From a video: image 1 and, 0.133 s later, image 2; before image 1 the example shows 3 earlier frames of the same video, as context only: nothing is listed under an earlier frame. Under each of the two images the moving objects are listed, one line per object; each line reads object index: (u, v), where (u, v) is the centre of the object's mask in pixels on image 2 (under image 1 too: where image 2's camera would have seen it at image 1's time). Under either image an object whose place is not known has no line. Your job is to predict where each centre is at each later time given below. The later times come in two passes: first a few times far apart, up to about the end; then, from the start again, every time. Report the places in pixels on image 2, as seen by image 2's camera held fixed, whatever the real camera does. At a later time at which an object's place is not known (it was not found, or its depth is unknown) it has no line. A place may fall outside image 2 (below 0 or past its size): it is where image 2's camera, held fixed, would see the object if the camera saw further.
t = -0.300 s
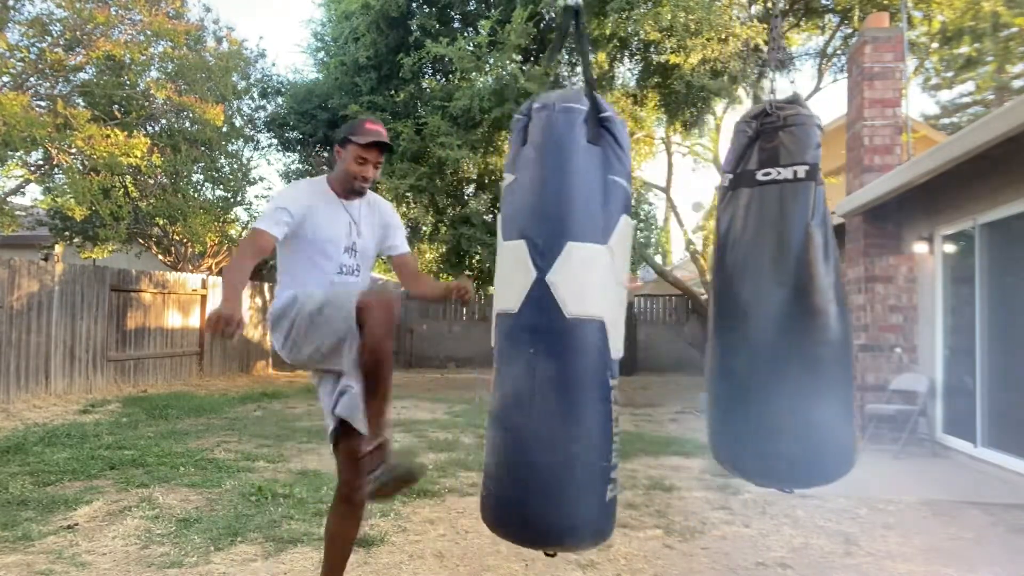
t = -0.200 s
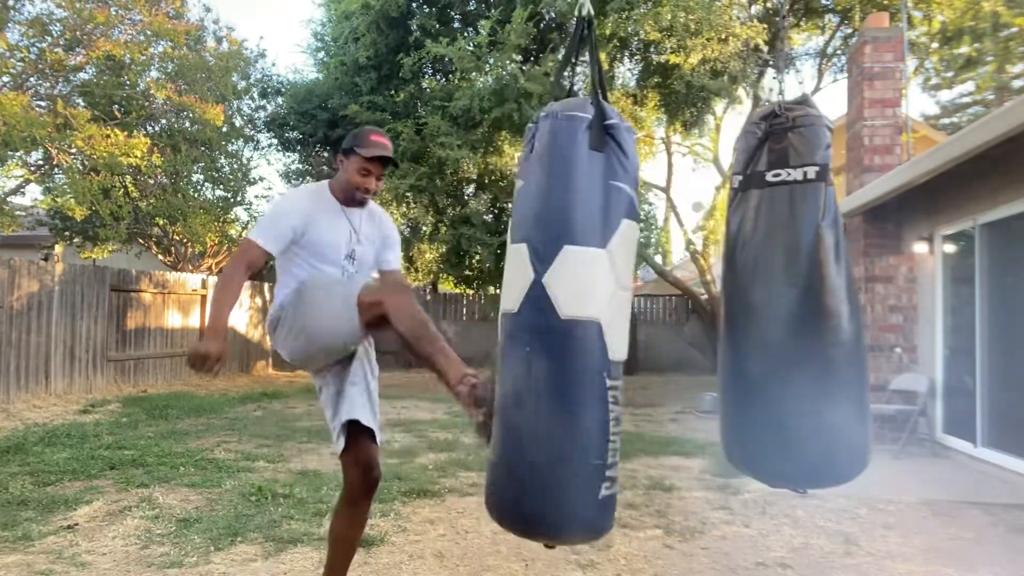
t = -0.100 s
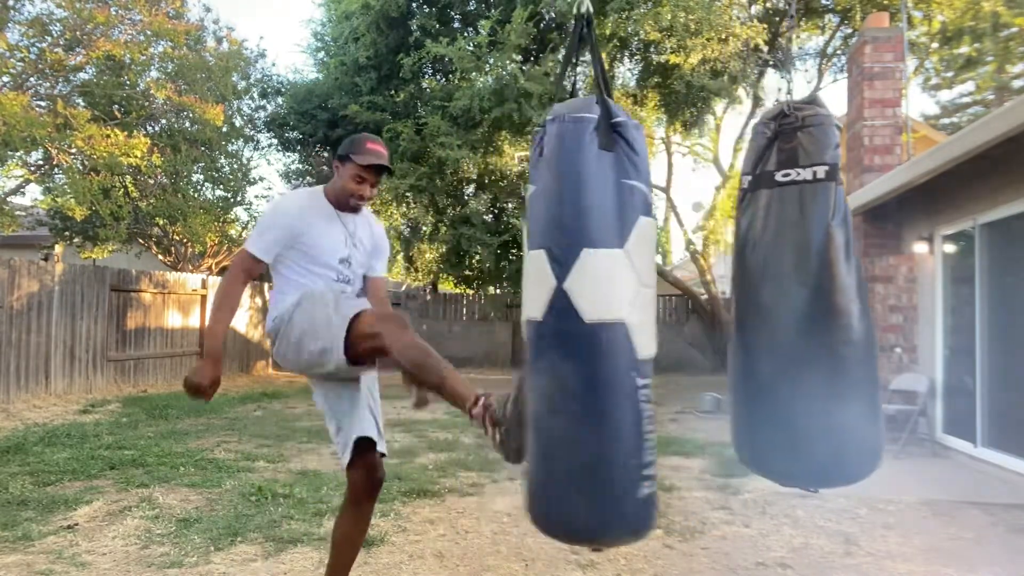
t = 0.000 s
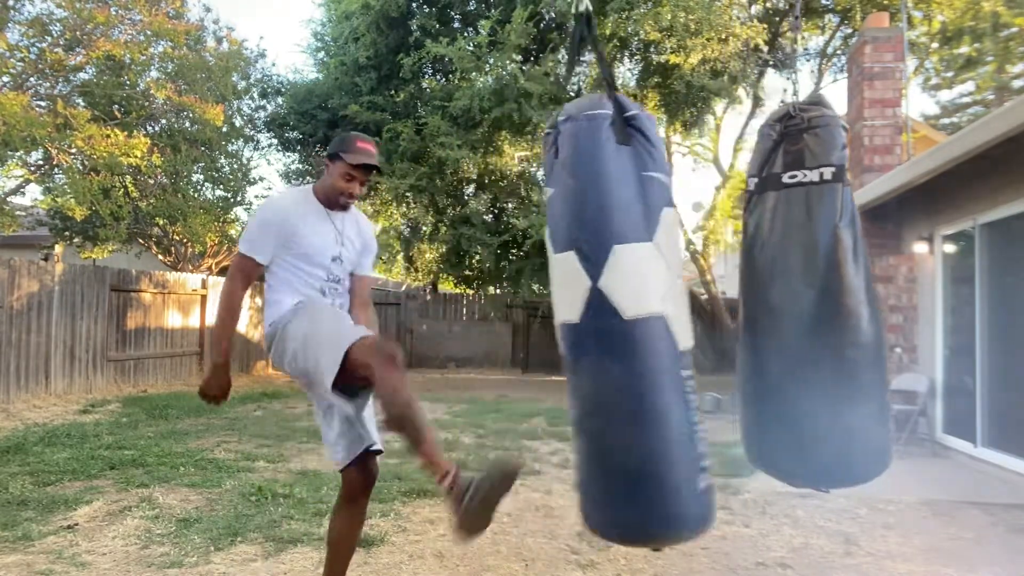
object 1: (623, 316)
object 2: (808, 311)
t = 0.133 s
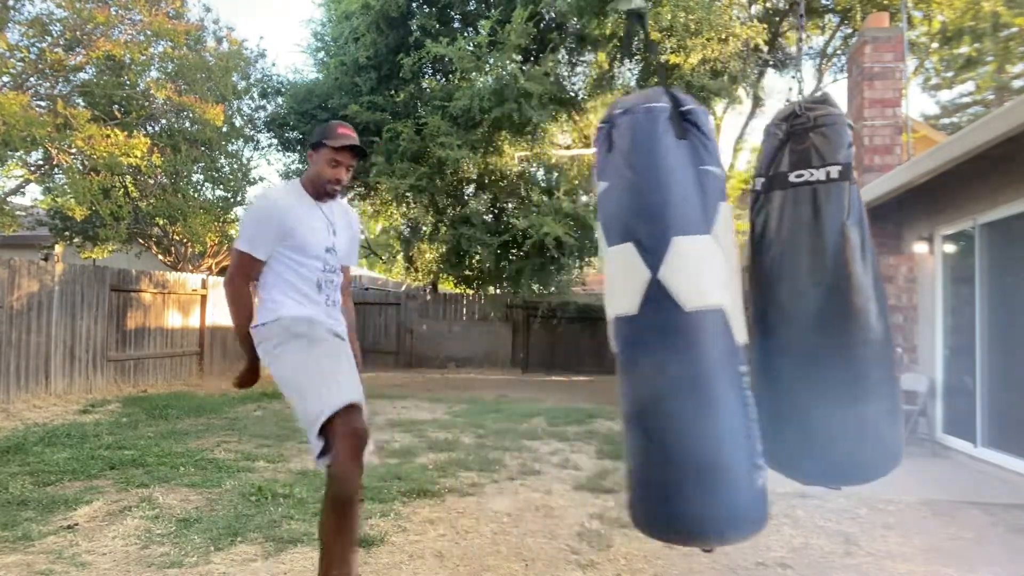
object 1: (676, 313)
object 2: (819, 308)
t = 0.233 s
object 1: (709, 306)
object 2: (833, 304)
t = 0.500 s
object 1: (730, 303)
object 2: (851, 291)
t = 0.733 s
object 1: (707, 309)
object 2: (845, 304)
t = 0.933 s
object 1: (654, 316)
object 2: (830, 308)
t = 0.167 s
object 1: (688, 311)
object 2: (823, 307)
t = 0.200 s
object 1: (700, 314)
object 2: (828, 306)
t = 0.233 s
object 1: (709, 306)
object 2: (833, 304)
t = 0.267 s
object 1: (718, 304)
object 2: (837, 296)
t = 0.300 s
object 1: (724, 303)
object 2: (841, 291)
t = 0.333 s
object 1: (727, 303)
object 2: (843, 288)
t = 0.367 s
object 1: (729, 304)
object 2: (845, 291)
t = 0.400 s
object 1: (731, 304)
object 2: (847, 290)
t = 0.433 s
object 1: (731, 304)
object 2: (850, 290)
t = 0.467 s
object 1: (731, 303)
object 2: (850, 289)
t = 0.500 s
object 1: (730, 303)
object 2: (851, 291)
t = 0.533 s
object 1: (729, 303)
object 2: (852, 291)
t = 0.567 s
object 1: (728, 304)
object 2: (852, 292)
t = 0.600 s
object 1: (726, 304)
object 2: (851, 290)
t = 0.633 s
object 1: (723, 305)
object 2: (851, 297)
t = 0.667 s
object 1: (719, 307)
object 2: (849, 299)
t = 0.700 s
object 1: (714, 311)
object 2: (847, 302)
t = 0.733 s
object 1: (707, 309)
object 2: (845, 304)
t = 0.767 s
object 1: (700, 313)
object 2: (843, 305)
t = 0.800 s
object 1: (692, 314)
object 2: (840, 306)
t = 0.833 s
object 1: (683, 314)
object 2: (837, 307)
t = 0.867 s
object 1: (673, 314)
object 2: (836, 307)
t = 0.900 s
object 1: (664, 315)
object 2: (833, 307)
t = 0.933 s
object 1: (654, 316)
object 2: (830, 308)
